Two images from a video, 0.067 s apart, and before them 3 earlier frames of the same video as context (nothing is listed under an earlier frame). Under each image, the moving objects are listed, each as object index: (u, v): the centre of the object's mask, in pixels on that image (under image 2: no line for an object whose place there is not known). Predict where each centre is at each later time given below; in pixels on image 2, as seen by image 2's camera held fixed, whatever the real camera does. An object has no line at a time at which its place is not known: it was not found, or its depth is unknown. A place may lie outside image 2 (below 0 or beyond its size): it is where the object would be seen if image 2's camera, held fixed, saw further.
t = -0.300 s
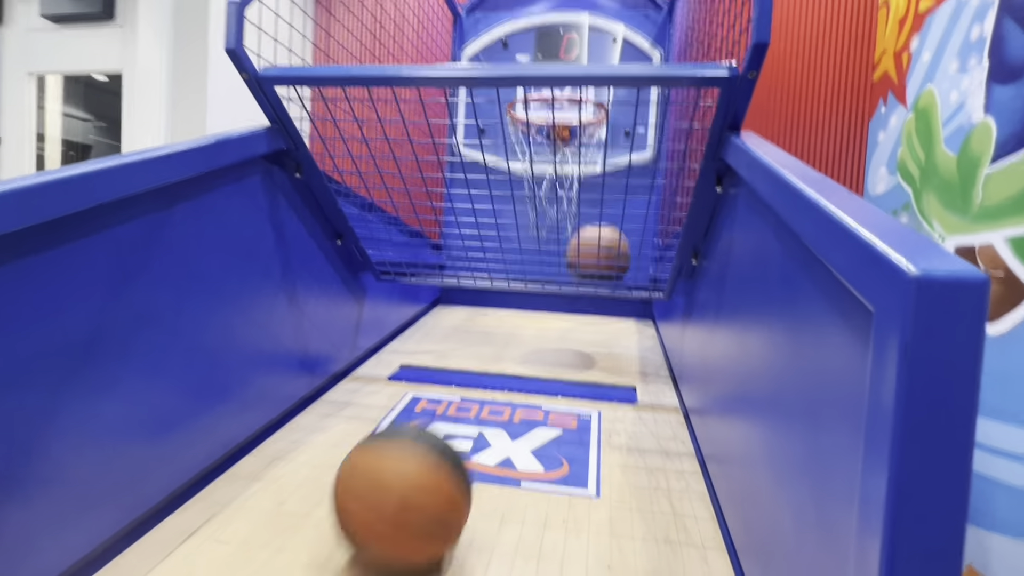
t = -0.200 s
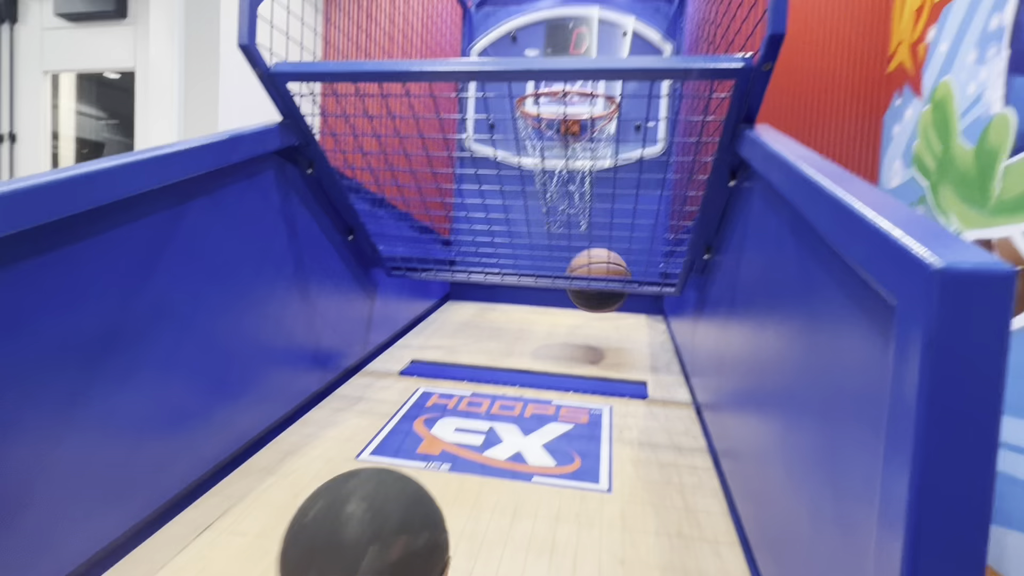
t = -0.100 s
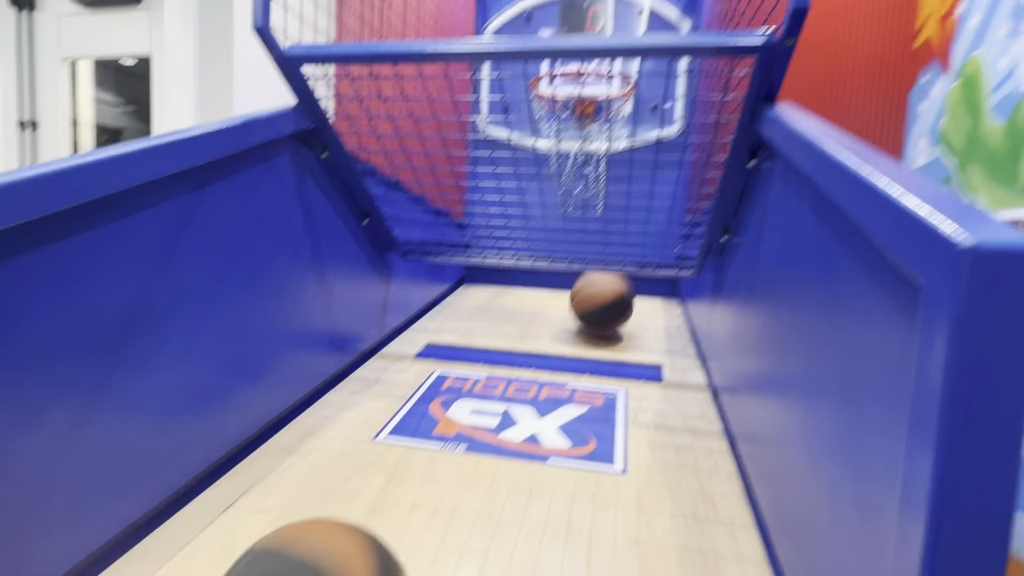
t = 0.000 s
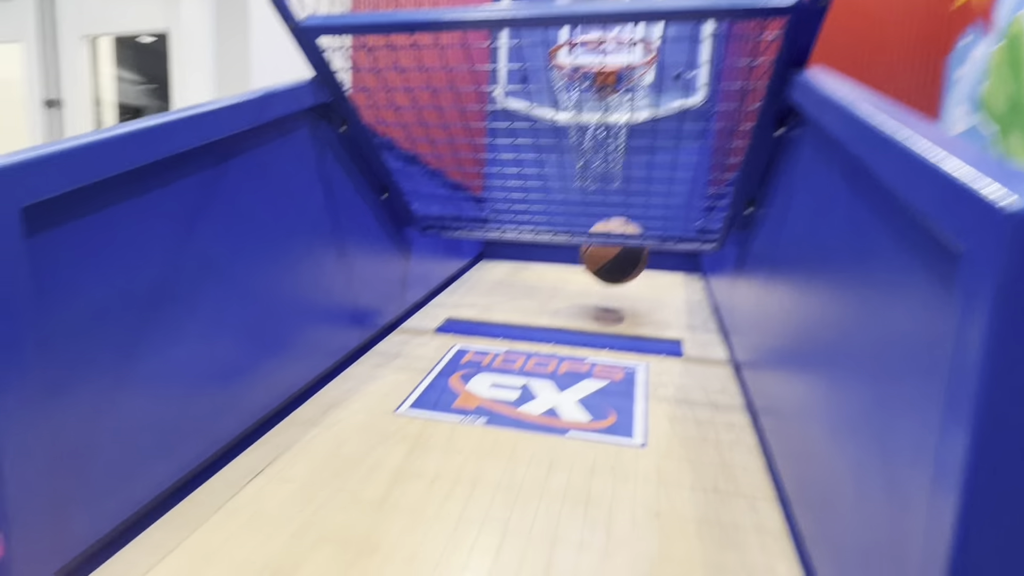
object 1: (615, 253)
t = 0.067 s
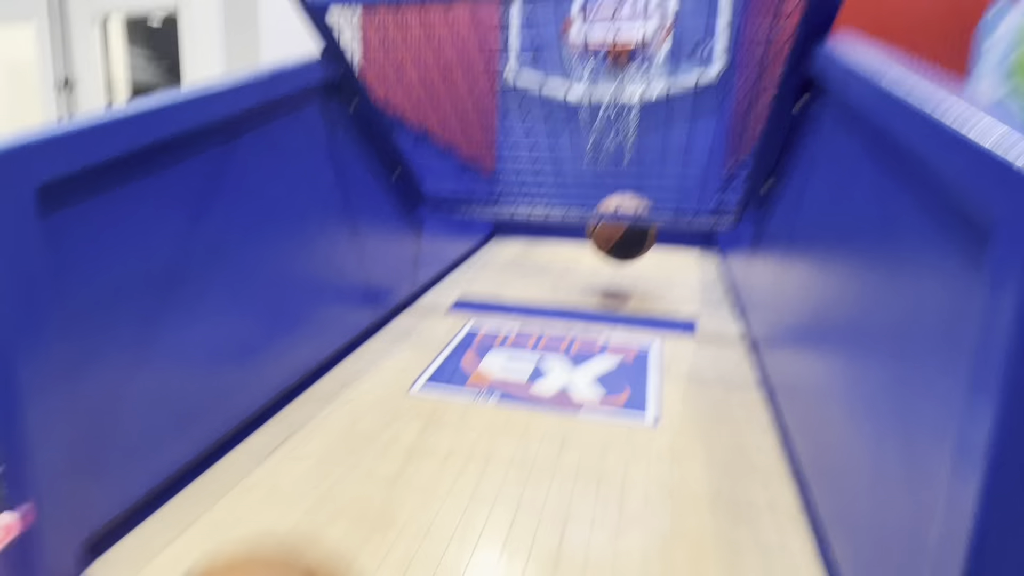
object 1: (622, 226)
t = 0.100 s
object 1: (619, 228)
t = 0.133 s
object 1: (615, 242)
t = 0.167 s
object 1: (610, 254)
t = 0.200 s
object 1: (606, 268)
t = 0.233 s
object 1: (603, 260)
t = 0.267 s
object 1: (600, 255)
